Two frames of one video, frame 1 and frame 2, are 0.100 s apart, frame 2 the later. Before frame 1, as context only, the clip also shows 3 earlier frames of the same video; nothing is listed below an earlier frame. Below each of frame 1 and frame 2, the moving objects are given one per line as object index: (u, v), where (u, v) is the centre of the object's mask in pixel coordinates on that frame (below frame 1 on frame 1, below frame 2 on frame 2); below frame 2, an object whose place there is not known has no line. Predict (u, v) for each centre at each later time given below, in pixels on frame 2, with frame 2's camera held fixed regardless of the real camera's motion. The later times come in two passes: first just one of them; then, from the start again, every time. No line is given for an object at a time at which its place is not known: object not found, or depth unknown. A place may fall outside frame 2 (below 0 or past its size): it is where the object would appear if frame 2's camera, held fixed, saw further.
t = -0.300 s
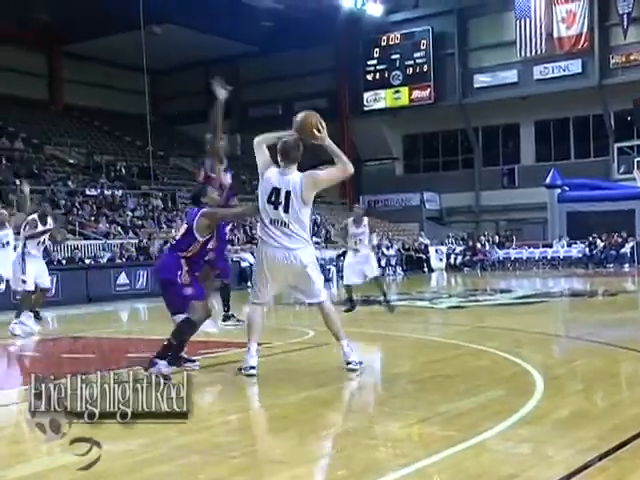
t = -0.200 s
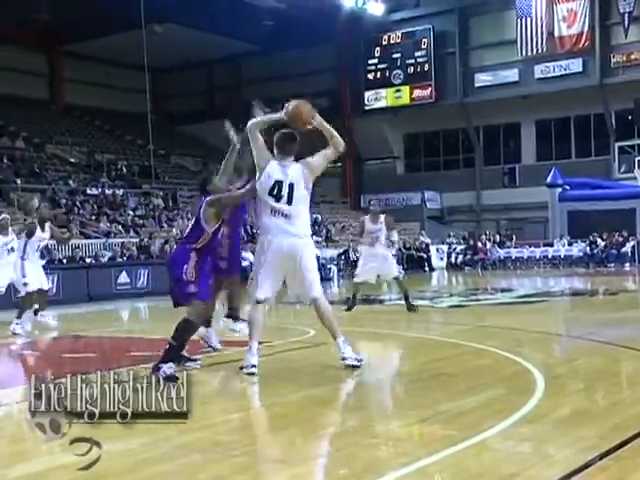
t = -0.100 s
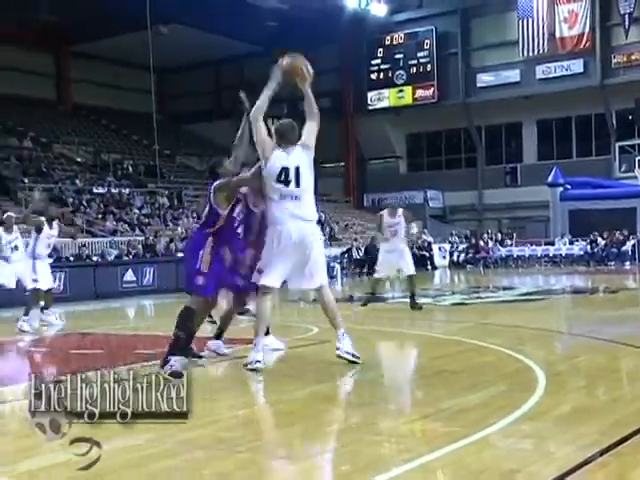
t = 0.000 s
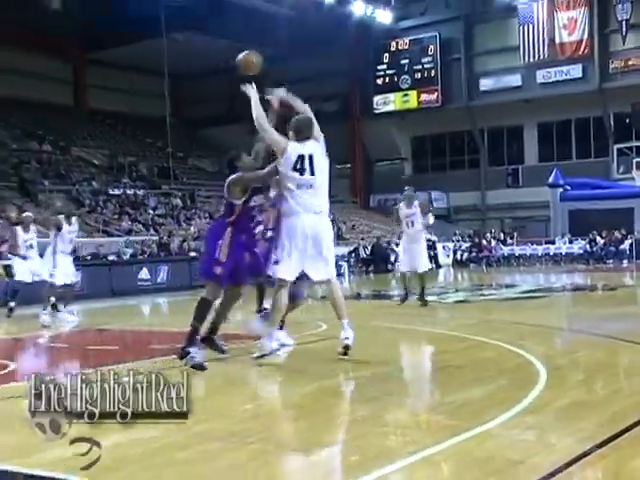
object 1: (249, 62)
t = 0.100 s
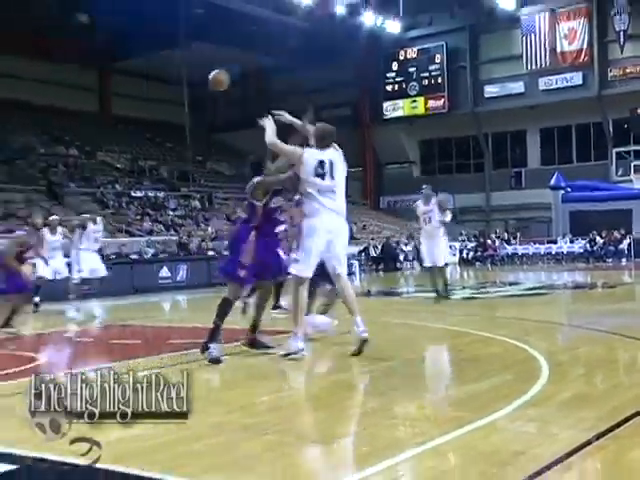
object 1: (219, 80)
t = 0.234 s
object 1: (173, 105)
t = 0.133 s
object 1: (206, 85)
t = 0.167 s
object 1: (193, 92)
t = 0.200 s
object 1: (182, 98)
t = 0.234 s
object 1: (173, 105)
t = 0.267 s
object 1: (163, 112)
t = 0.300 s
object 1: (156, 120)
